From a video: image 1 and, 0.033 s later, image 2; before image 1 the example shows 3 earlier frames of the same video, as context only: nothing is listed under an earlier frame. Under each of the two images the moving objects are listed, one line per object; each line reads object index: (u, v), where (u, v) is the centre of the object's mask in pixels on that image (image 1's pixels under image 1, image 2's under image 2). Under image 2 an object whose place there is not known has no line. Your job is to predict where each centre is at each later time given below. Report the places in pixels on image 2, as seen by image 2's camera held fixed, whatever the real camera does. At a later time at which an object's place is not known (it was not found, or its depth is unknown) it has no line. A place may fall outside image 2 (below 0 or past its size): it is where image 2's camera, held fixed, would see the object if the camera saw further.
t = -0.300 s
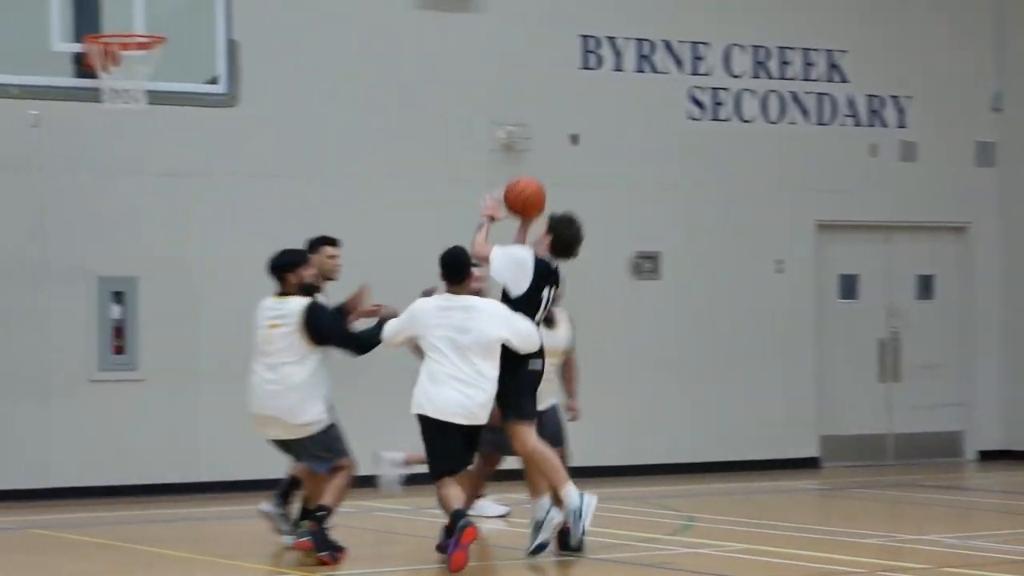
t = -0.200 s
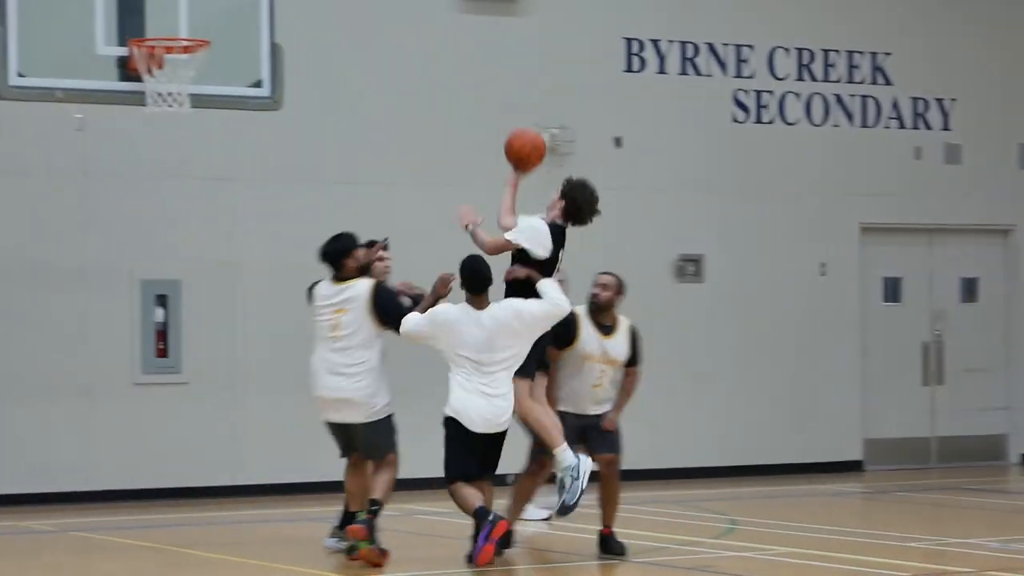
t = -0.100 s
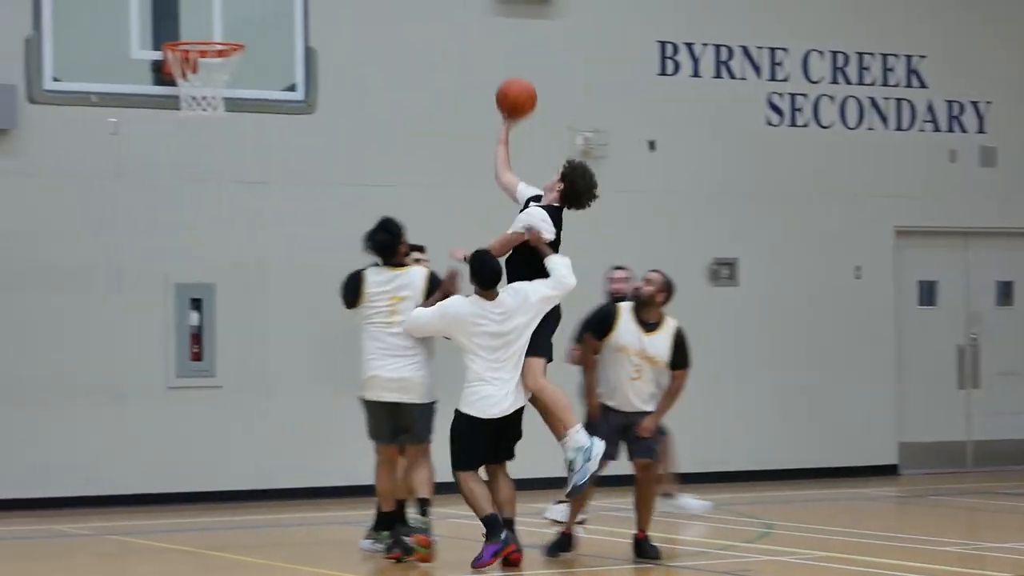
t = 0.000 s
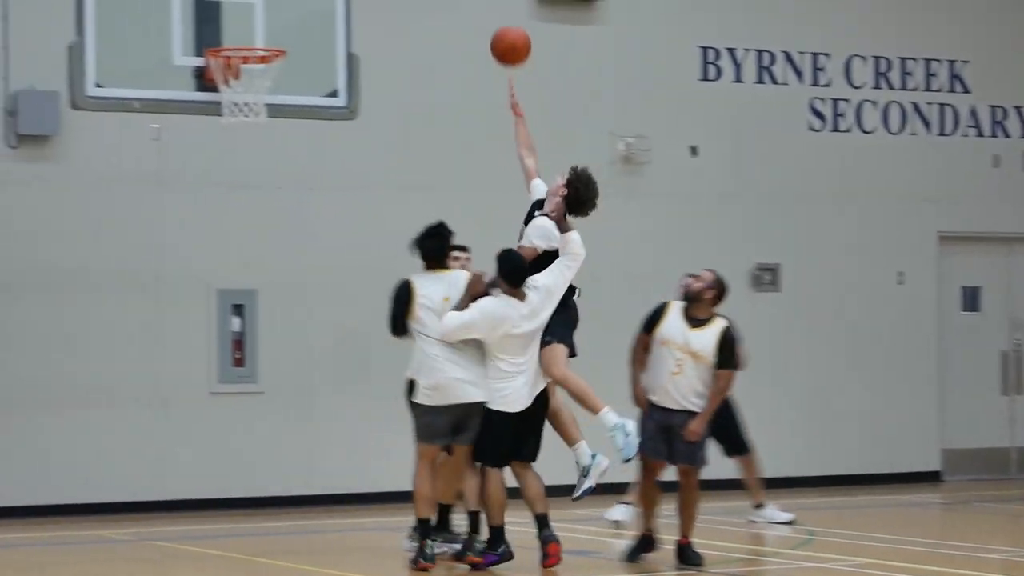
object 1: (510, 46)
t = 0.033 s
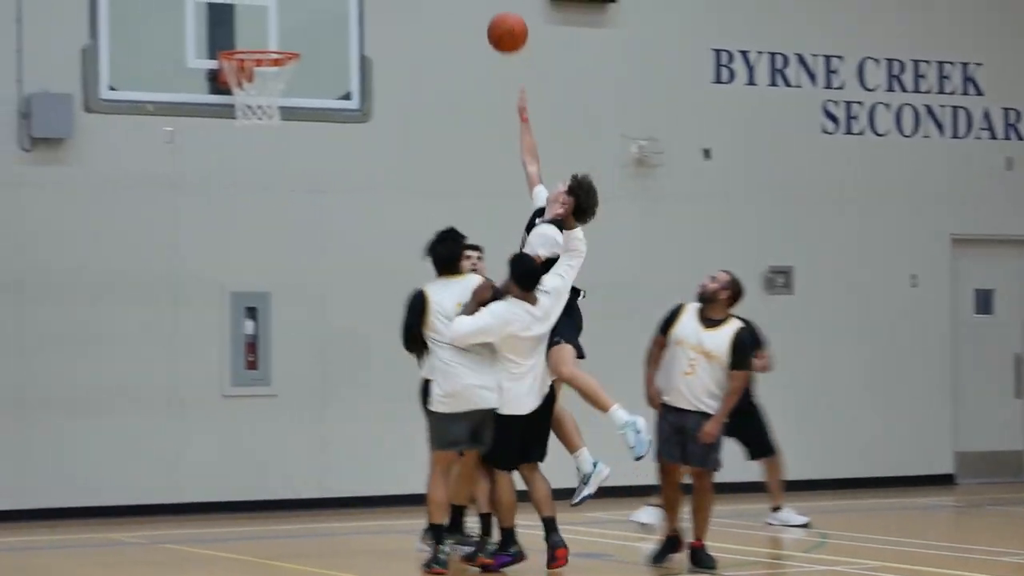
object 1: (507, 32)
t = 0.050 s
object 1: (498, 26)
